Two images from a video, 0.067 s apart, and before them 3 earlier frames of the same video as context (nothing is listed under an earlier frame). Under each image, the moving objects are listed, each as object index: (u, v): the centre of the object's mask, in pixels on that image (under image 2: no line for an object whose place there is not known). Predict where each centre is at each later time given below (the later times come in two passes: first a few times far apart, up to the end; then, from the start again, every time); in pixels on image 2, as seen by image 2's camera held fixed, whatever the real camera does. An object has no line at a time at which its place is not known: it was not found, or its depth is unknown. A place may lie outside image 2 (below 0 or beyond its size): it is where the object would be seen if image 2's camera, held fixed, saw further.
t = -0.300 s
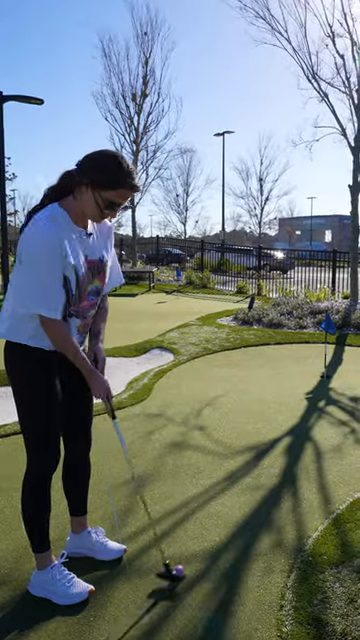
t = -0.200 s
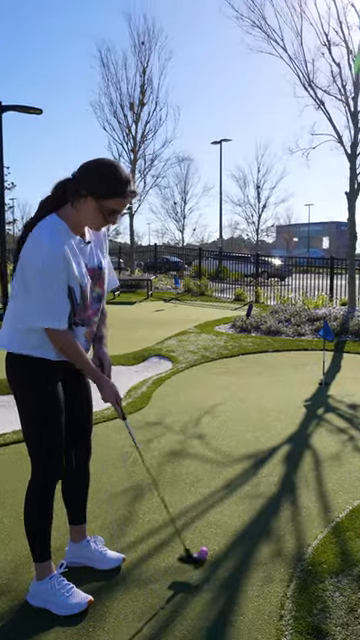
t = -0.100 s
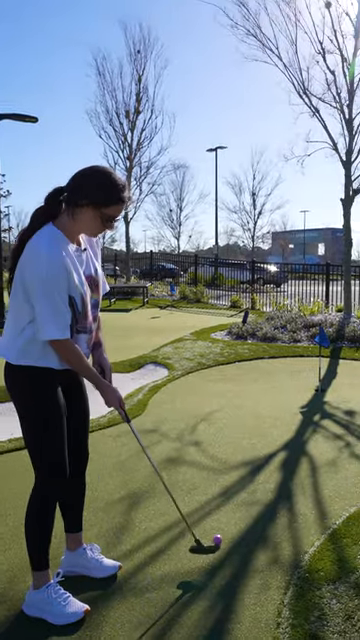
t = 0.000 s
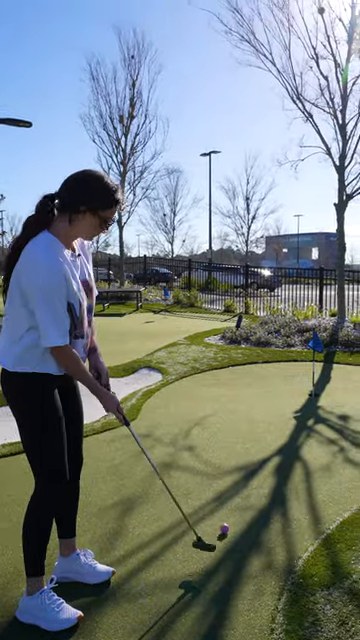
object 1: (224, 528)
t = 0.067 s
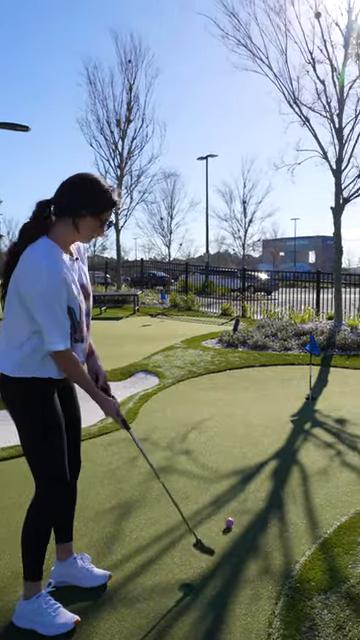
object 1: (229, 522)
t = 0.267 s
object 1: (246, 498)
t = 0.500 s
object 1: (261, 477)
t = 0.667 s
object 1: (268, 463)
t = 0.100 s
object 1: (233, 518)
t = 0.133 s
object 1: (236, 513)
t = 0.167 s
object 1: (239, 509)
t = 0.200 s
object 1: (241, 505)
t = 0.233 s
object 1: (244, 501)
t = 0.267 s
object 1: (246, 498)
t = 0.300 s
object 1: (249, 494)
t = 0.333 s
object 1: (251, 491)
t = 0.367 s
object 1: (253, 488)
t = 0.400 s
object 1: (255, 485)
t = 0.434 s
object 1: (257, 483)
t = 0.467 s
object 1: (259, 479)
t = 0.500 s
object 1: (261, 477)
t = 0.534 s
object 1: (262, 472)
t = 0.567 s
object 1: (263, 470)
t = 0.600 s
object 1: (265, 467)
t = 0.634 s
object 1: (266, 465)
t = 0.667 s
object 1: (268, 463)
